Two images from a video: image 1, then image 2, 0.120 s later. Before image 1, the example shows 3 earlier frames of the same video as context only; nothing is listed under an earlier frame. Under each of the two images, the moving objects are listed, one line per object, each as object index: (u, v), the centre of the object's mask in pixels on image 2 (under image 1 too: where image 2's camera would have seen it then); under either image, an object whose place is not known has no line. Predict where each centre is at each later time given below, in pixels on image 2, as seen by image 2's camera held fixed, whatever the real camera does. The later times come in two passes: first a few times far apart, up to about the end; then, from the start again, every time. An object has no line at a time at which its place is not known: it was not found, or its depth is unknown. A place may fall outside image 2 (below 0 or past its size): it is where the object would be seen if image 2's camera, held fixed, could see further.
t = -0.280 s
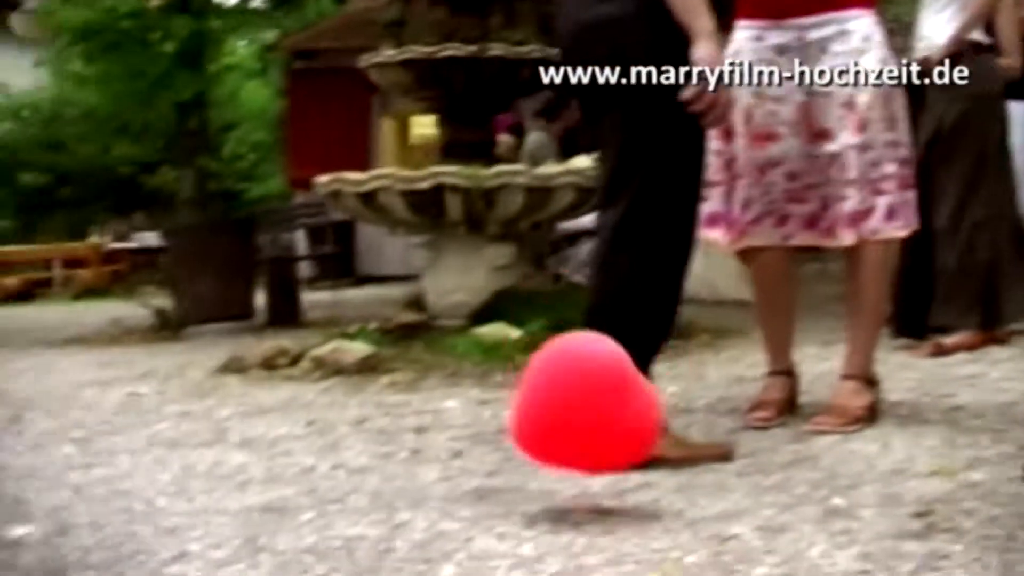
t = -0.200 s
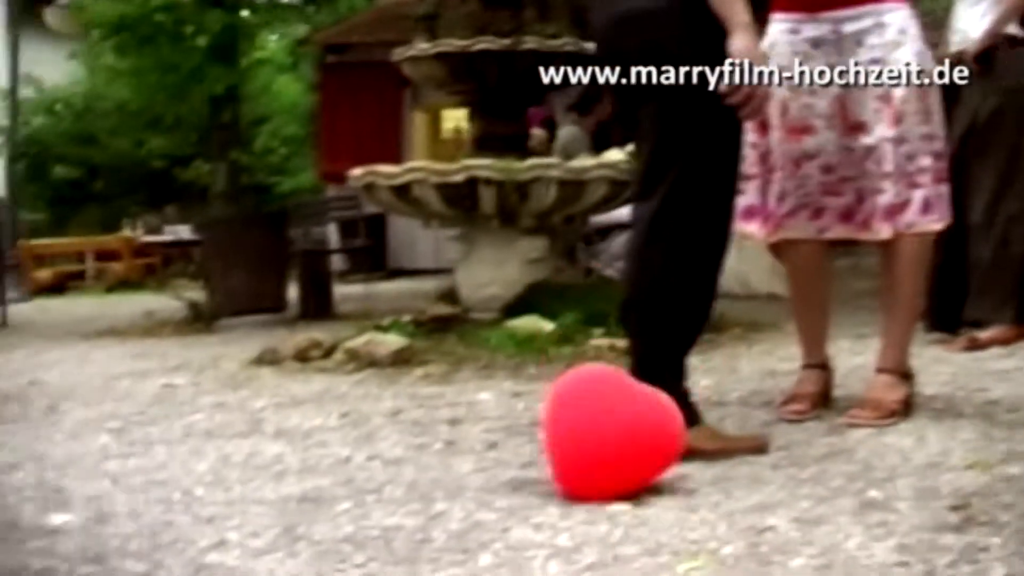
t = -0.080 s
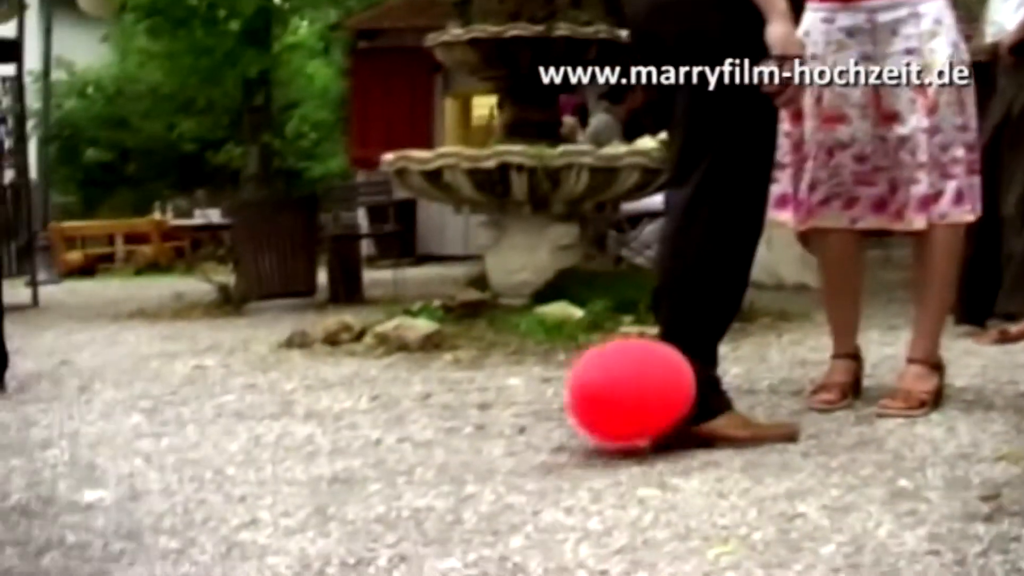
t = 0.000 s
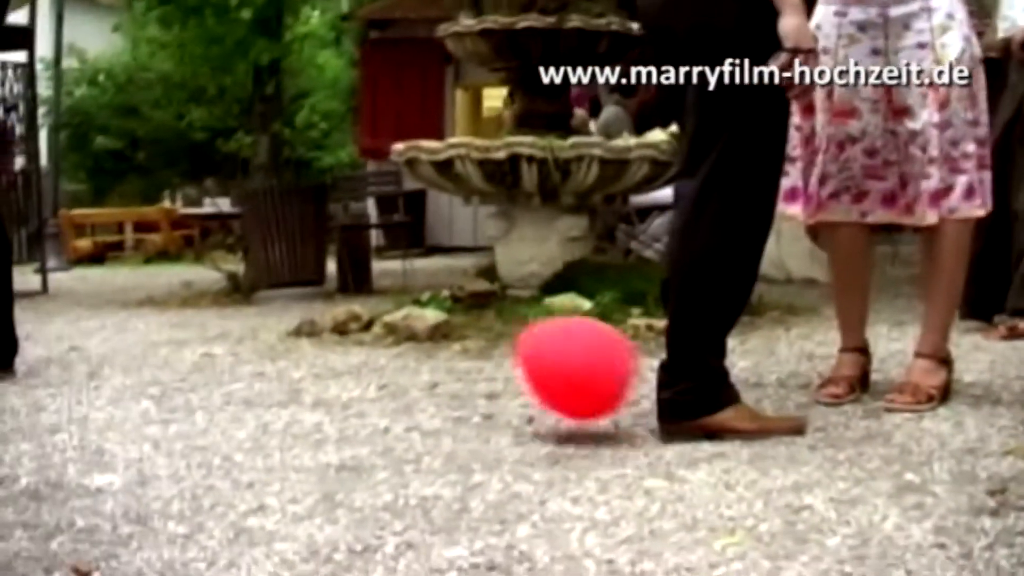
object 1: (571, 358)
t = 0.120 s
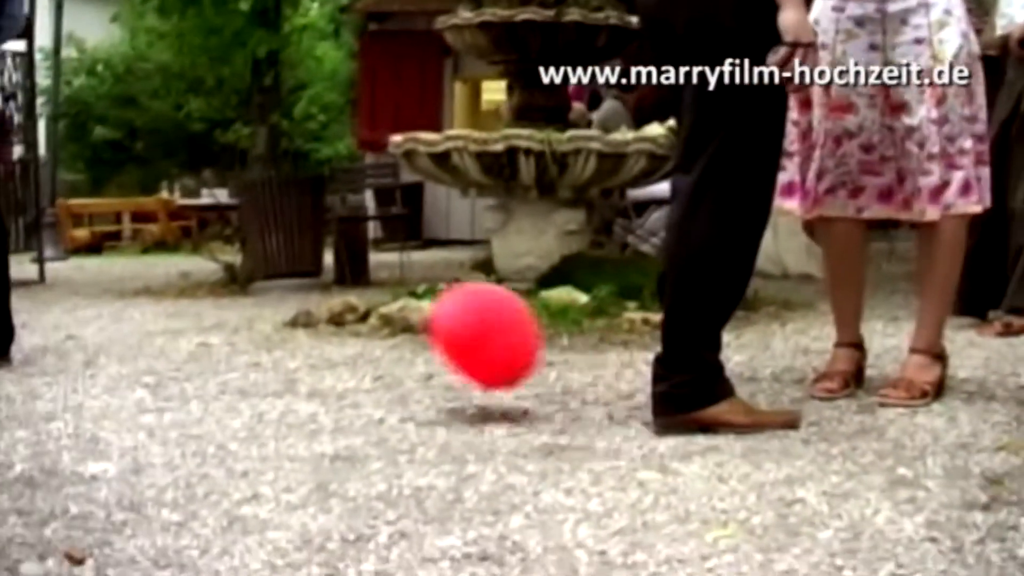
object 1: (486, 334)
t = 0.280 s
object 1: (412, 335)
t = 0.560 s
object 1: (389, 306)
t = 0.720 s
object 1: (401, 286)
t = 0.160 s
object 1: (459, 329)
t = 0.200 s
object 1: (438, 328)
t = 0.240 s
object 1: (423, 330)
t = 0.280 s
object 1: (412, 335)
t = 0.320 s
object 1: (400, 342)
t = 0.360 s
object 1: (393, 346)
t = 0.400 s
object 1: (388, 344)
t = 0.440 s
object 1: (387, 335)
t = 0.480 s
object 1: (387, 328)
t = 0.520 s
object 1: (388, 315)
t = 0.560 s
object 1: (389, 306)
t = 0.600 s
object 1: (392, 302)
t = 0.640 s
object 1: (395, 298)
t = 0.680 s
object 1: (398, 292)
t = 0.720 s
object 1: (401, 286)
